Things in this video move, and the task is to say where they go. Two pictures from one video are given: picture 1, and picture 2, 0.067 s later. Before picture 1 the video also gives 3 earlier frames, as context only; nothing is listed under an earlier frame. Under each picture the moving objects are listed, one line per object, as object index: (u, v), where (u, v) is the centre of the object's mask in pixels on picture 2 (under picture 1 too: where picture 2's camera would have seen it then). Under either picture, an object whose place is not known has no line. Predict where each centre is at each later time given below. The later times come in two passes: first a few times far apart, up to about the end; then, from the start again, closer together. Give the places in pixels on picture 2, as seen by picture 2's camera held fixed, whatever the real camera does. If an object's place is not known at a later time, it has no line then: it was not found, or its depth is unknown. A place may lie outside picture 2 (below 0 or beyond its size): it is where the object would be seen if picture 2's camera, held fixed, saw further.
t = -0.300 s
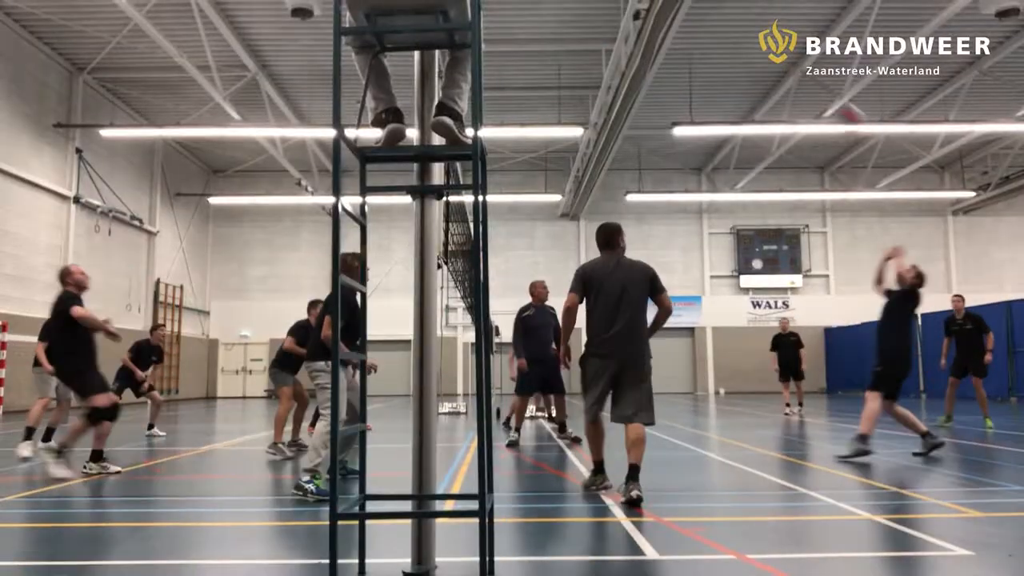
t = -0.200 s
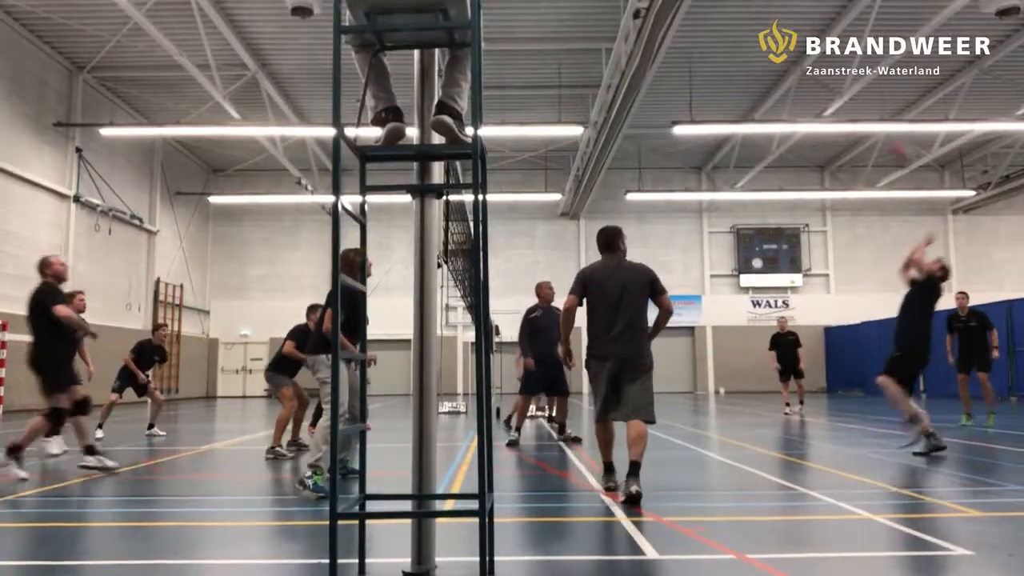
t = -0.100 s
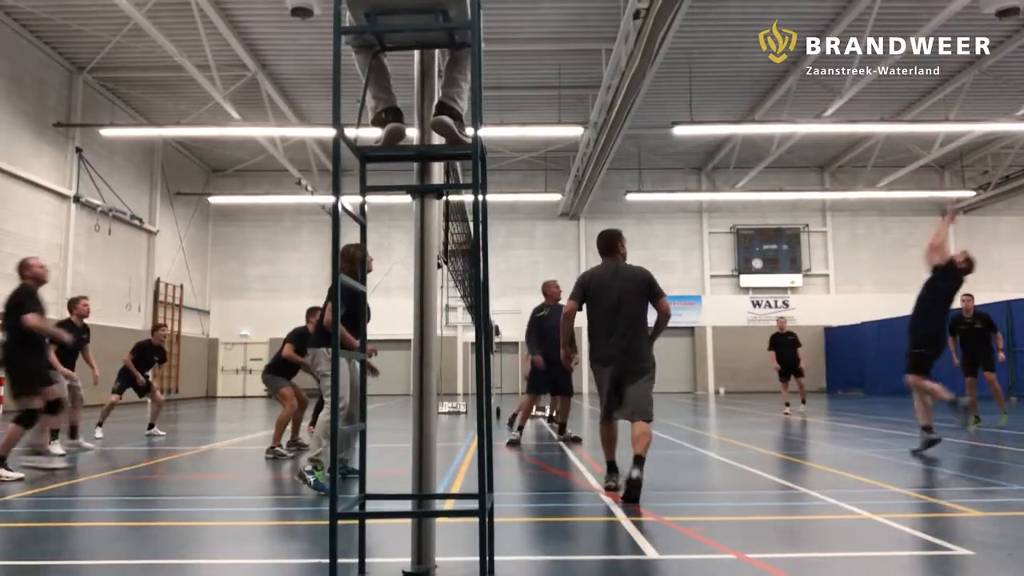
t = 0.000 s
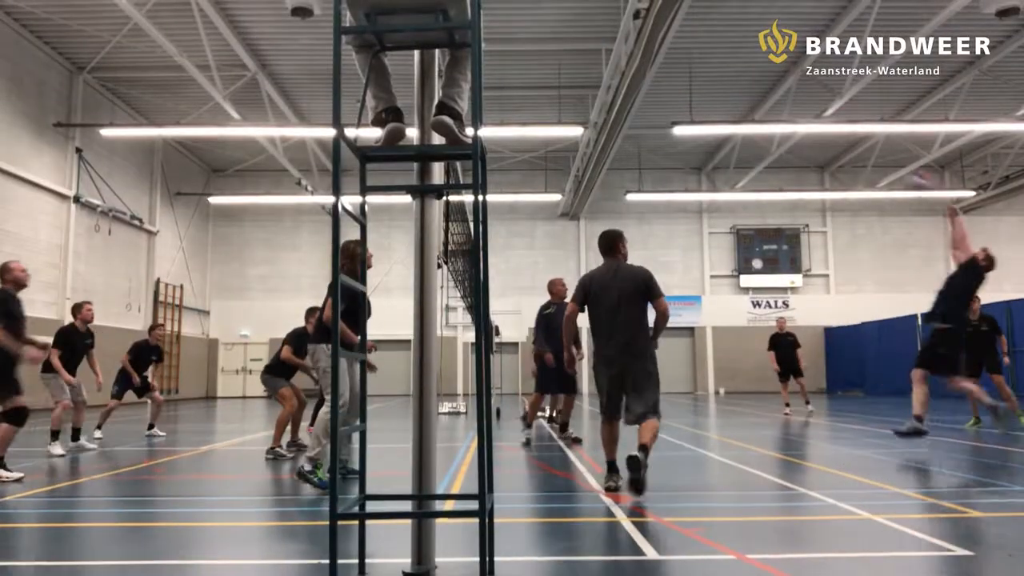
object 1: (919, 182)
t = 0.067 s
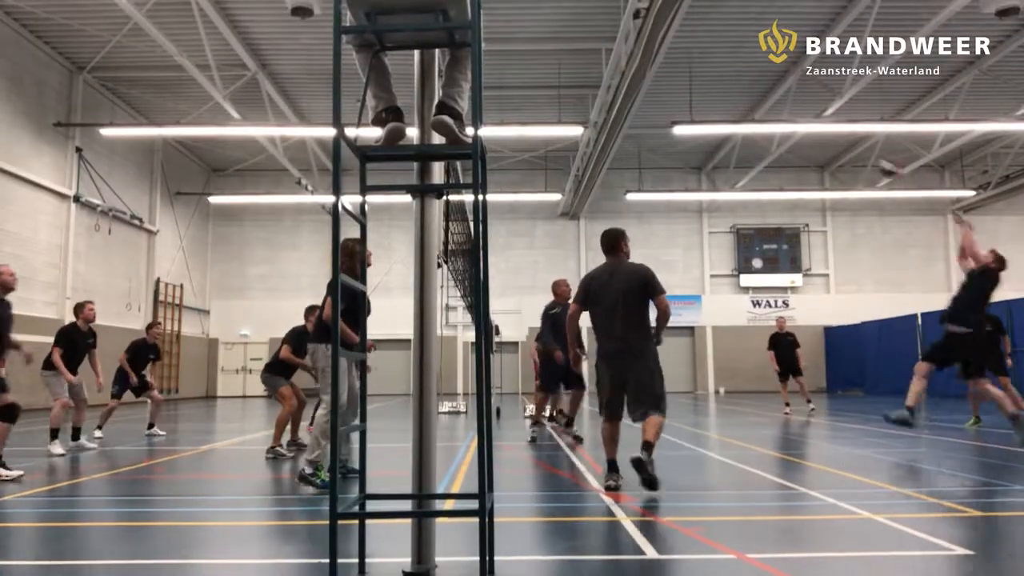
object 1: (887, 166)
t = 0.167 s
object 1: (847, 153)
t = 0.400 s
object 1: (766, 159)
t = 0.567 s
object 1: (716, 196)
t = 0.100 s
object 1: (874, 161)
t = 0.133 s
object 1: (862, 157)
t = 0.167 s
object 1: (847, 153)
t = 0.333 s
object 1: (789, 149)
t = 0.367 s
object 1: (779, 152)
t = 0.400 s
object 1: (766, 159)
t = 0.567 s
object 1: (716, 196)
